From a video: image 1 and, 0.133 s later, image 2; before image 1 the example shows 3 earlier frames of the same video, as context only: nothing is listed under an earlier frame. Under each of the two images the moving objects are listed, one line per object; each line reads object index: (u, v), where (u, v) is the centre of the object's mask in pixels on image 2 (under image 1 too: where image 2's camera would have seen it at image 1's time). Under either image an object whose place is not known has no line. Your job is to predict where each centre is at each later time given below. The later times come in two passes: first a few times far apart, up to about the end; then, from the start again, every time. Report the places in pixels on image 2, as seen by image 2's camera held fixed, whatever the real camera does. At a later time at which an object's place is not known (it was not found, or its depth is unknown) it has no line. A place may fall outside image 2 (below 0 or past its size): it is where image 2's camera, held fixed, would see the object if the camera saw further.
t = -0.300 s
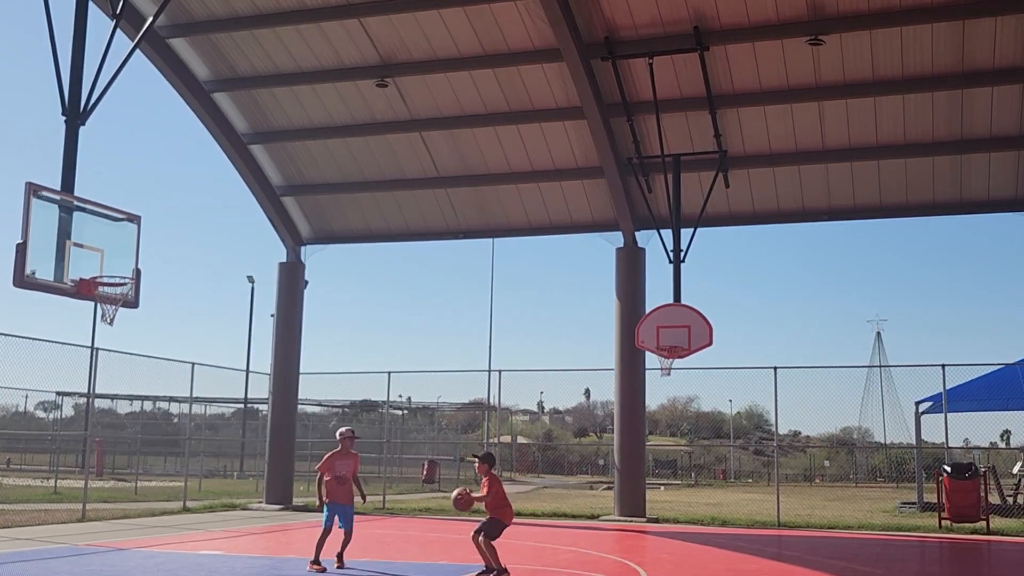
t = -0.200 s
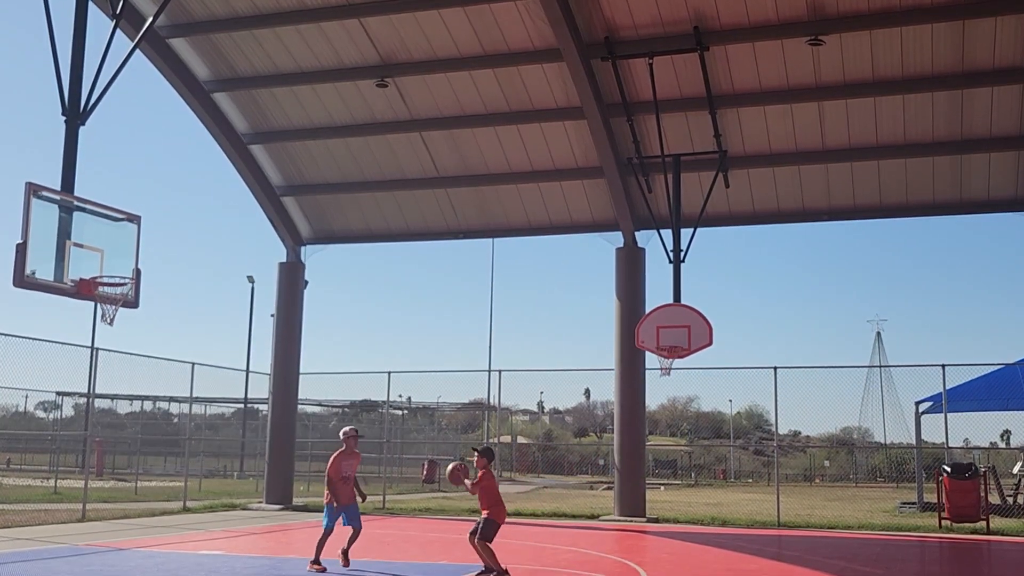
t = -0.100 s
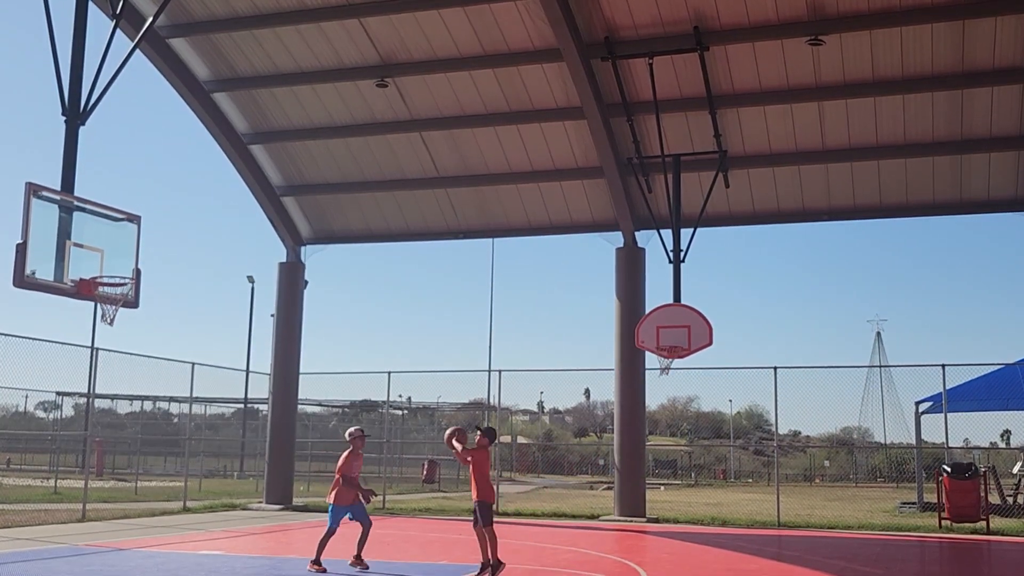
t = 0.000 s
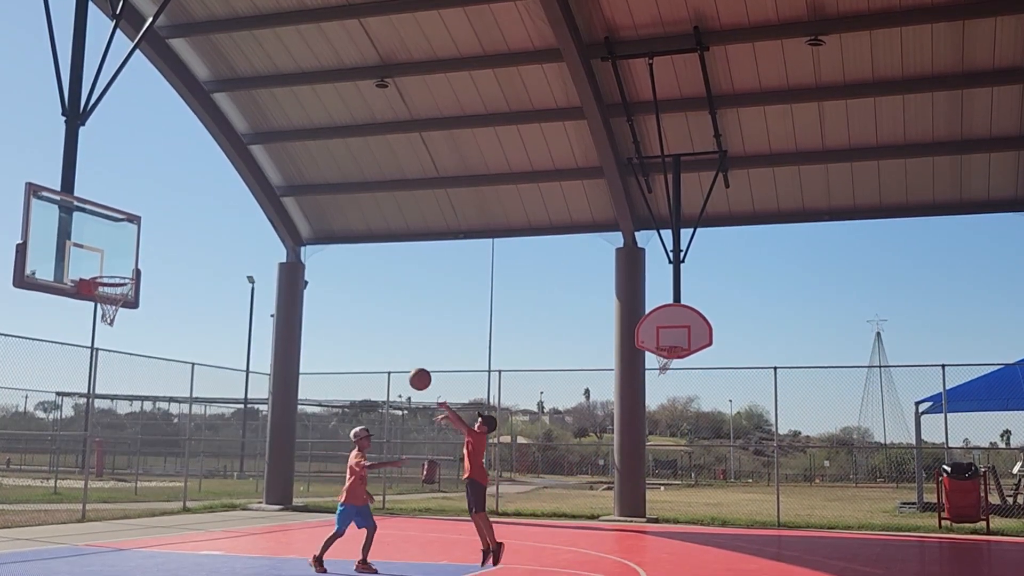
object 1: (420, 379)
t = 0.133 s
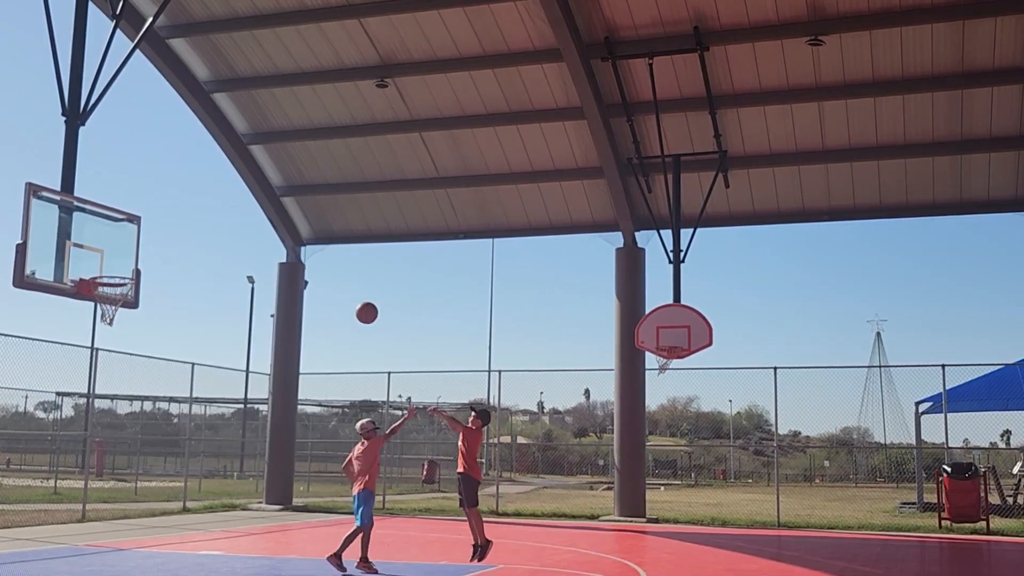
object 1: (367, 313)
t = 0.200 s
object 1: (341, 286)
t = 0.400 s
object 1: (265, 235)
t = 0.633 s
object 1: (179, 221)
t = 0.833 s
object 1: (105, 246)
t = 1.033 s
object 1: (137, 262)
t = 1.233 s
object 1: (152, 253)
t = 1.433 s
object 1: (164, 278)
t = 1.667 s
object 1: (174, 359)
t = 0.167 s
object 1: (354, 299)
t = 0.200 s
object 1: (341, 286)
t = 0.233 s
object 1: (328, 275)
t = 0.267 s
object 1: (316, 265)
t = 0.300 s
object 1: (302, 256)
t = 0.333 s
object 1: (290, 248)
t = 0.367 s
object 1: (278, 241)
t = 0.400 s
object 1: (265, 235)
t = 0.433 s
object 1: (253, 230)
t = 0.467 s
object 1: (241, 226)
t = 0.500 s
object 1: (228, 223)
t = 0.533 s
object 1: (216, 221)
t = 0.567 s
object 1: (204, 220)
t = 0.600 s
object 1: (191, 220)
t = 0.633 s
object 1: (179, 221)
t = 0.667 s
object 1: (167, 223)
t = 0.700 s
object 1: (154, 226)
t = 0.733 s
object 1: (142, 230)
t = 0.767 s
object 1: (129, 234)
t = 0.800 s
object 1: (117, 240)
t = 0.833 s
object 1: (105, 246)
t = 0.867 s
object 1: (107, 251)
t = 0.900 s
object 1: (115, 256)
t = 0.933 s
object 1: (123, 263)
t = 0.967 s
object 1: (130, 270)
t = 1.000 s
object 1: (134, 267)
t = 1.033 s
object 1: (137, 262)
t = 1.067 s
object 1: (140, 258)
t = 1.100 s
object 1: (142, 255)
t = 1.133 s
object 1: (145, 253)
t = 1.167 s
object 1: (147, 252)
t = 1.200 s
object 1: (150, 252)
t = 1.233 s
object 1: (152, 253)
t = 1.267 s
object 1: (154, 255)
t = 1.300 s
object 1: (156, 257)
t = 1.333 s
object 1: (158, 261)
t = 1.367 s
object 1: (160, 266)
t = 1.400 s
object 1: (162, 272)
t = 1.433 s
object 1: (164, 278)
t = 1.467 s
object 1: (166, 286)
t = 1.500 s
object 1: (167, 296)
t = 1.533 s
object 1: (169, 306)
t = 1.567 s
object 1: (170, 318)
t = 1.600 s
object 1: (171, 330)
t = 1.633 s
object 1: (173, 344)
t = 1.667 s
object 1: (174, 359)
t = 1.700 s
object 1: (174, 374)
